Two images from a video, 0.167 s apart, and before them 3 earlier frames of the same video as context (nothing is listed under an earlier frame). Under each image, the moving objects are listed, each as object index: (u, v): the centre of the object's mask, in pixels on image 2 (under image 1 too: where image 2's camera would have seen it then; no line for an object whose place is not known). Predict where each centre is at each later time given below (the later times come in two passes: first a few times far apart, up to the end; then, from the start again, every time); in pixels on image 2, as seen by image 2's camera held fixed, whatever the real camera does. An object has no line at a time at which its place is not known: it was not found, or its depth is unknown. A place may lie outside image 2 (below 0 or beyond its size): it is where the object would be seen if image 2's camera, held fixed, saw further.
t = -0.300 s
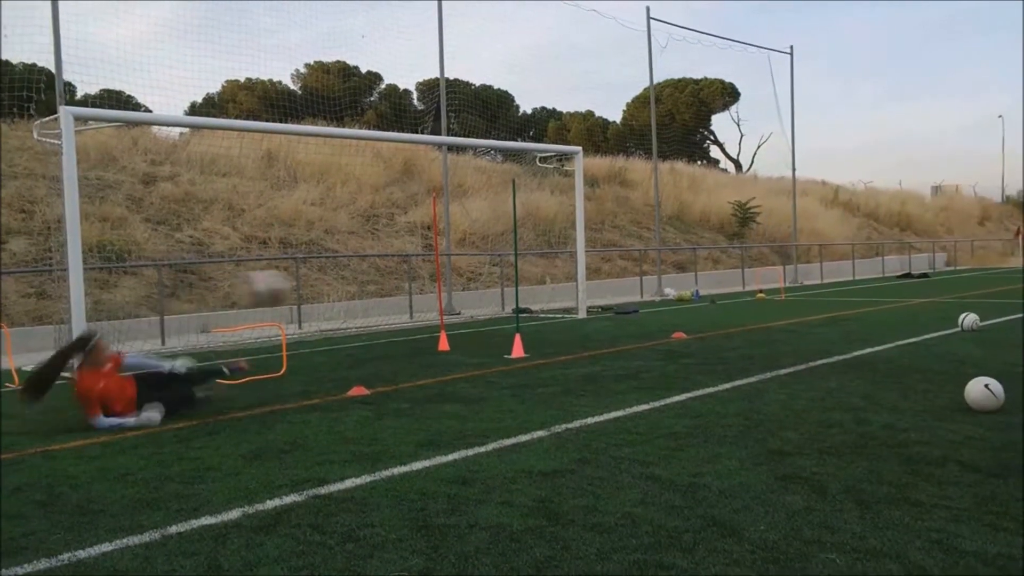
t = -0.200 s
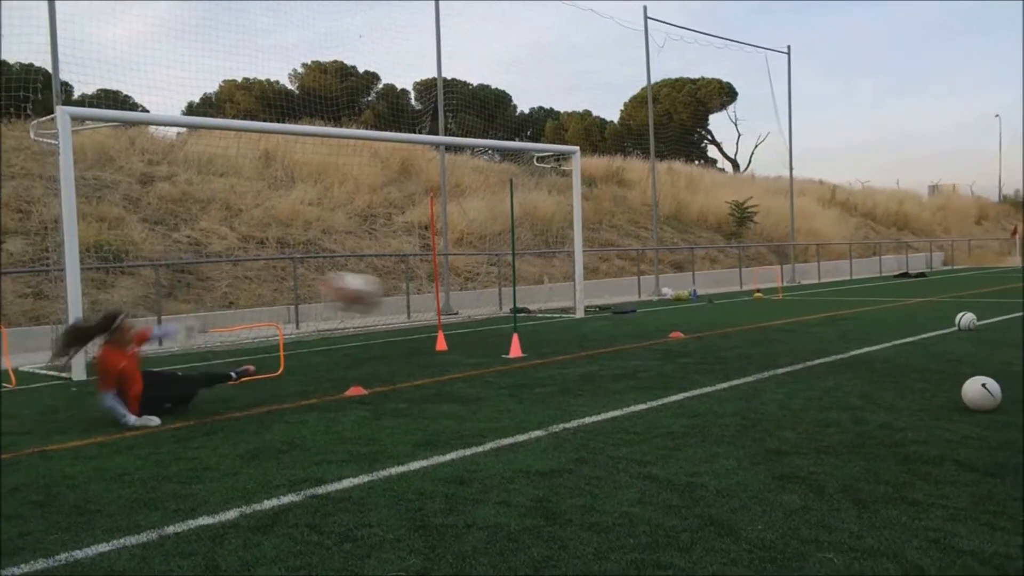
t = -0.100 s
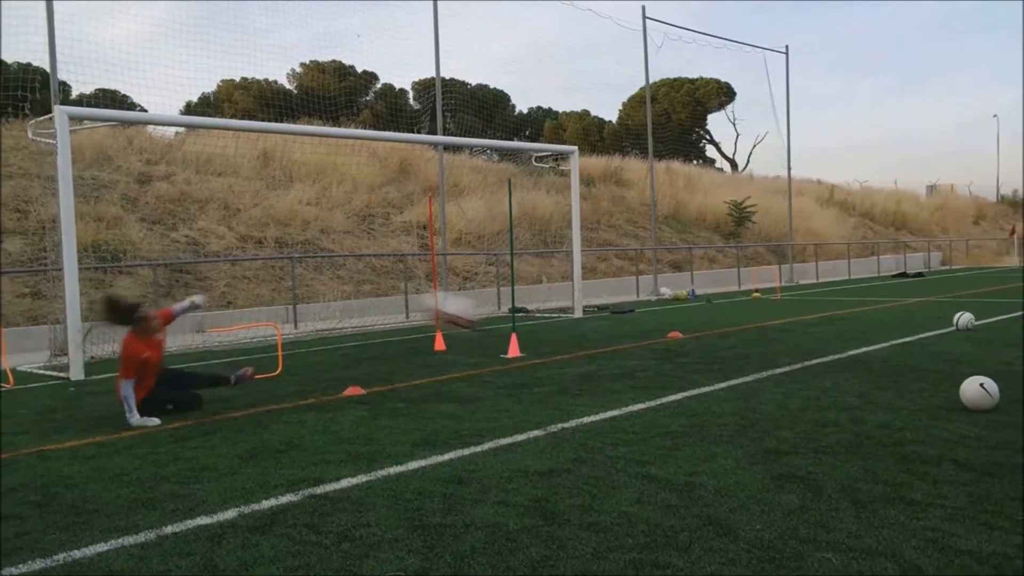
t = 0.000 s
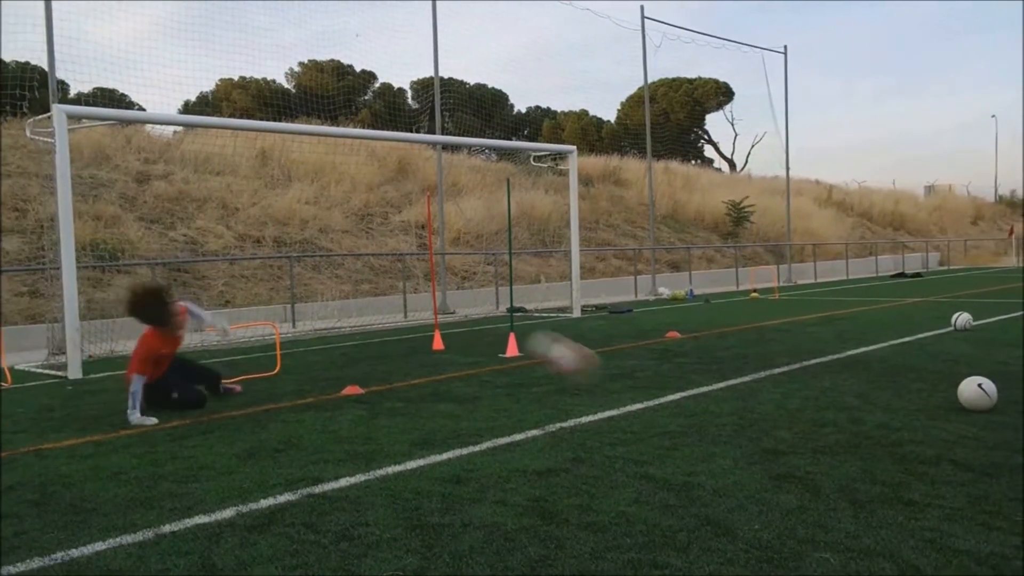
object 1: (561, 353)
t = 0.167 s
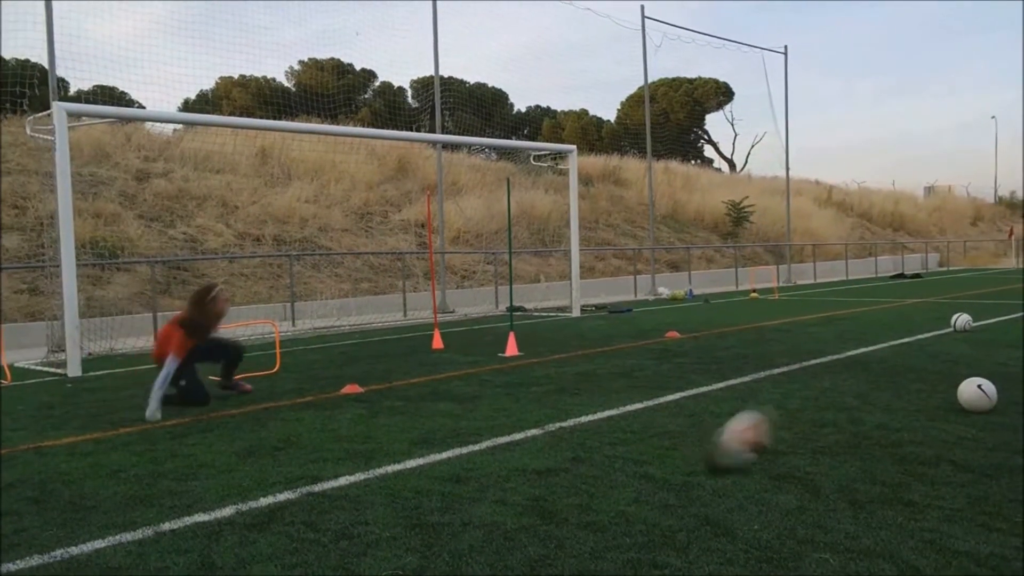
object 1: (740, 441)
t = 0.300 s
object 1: (825, 393)
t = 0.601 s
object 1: (1010, 419)
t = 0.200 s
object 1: (762, 422)
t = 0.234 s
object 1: (787, 407)
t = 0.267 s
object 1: (805, 399)
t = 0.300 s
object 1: (825, 393)
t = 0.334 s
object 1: (847, 384)
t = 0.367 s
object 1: (864, 382)
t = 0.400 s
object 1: (887, 380)
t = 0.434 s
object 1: (914, 382)
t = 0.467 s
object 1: (930, 385)
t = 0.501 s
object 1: (951, 391)
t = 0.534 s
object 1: (977, 400)
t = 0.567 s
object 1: (1000, 413)
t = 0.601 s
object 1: (1010, 419)
